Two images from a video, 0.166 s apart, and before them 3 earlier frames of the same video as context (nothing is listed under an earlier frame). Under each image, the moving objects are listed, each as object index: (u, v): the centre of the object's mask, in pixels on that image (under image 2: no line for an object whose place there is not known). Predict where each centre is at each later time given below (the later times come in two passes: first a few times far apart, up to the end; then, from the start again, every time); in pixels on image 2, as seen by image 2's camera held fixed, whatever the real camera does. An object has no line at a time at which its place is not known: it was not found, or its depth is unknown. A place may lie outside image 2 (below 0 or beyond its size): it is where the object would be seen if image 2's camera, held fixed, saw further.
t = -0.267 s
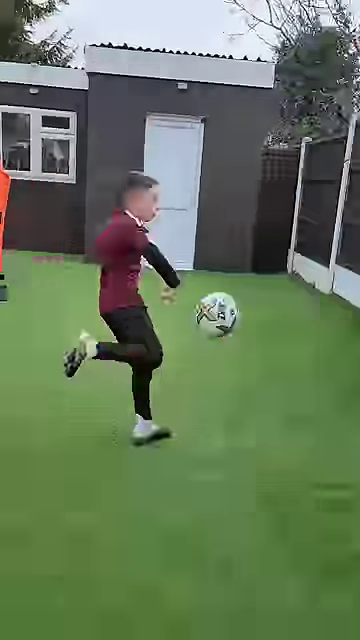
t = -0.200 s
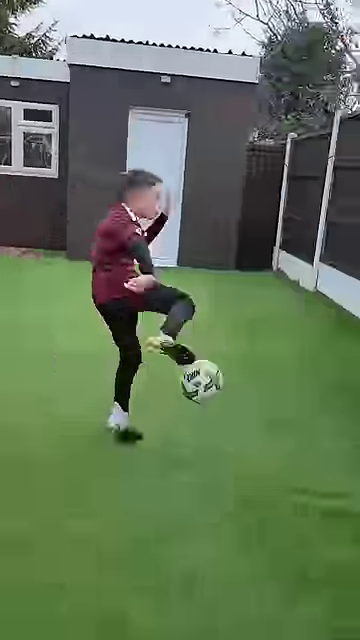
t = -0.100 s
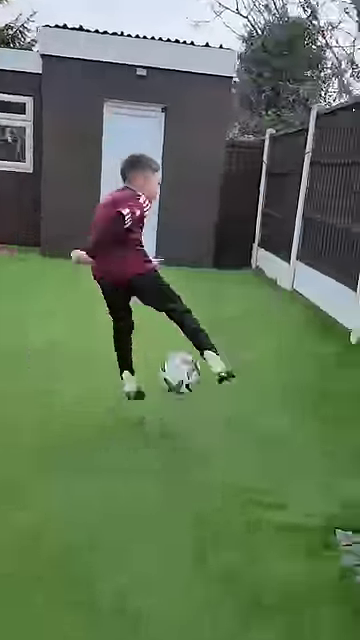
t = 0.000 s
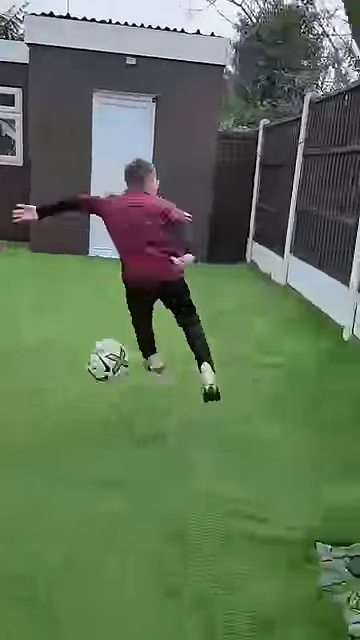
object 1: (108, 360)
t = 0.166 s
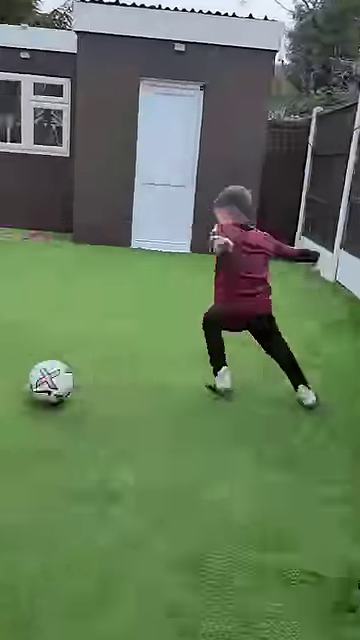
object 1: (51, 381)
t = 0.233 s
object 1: (44, 358)
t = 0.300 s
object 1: (38, 344)
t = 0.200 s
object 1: (47, 368)
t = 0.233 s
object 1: (44, 358)
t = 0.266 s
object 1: (41, 349)
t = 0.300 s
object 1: (38, 344)
